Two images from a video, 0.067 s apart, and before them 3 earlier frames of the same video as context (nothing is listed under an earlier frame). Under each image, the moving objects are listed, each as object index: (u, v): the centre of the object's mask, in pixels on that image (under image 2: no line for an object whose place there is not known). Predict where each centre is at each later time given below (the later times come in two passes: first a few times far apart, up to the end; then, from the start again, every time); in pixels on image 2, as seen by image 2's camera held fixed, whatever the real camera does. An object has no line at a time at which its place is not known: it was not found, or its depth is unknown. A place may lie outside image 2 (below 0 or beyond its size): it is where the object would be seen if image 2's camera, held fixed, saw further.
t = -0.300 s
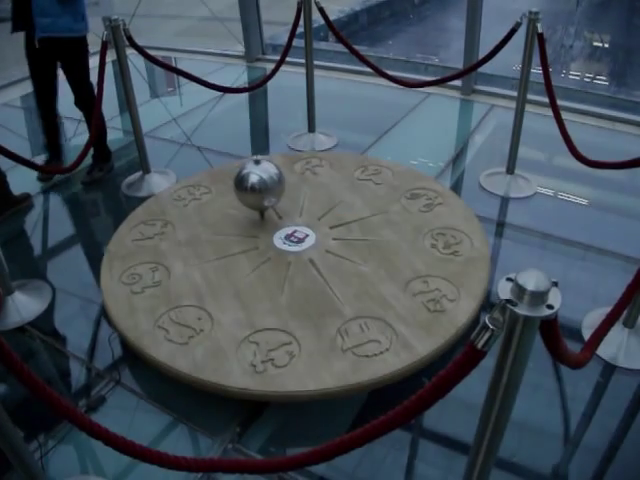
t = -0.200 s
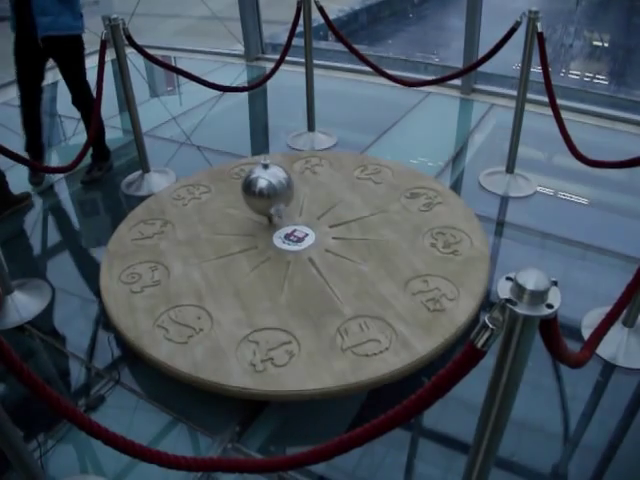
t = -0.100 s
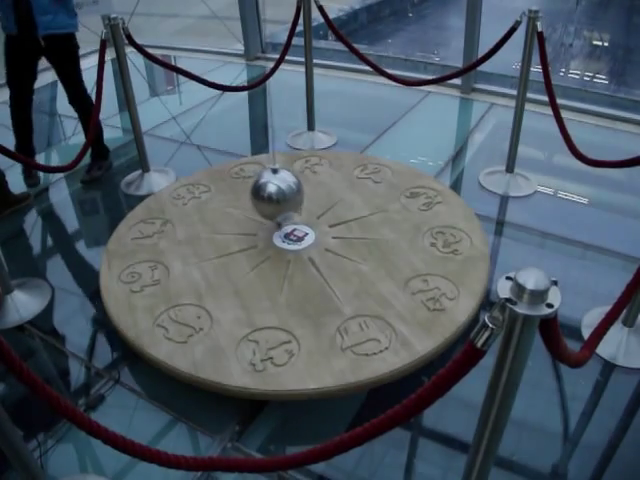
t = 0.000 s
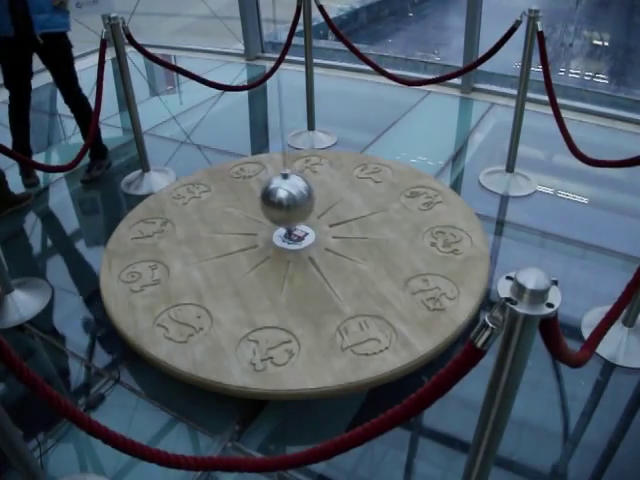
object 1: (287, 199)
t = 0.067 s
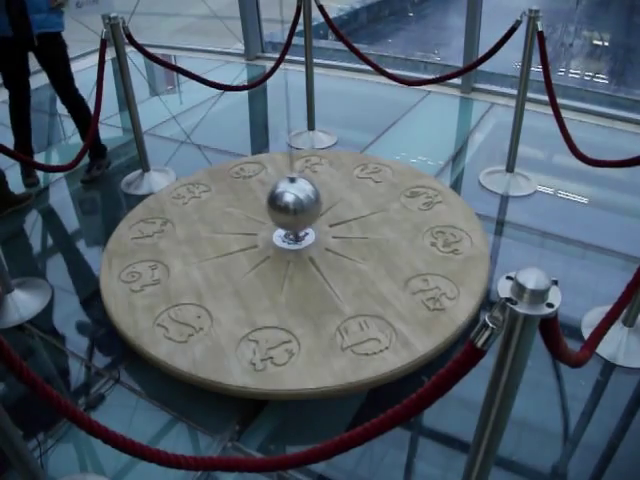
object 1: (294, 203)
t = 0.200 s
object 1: (308, 212)
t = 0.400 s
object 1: (330, 225)
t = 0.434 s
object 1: (334, 227)
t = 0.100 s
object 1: (297, 206)
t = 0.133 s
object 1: (301, 208)
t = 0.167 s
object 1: (304, 210)
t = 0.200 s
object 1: (308, 212)
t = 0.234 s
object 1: (312, 214)
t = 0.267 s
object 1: (315, 217)
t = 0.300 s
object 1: (319, 219)
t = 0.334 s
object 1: (323, 221)
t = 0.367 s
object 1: (326, 223)
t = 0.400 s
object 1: (330, 225)
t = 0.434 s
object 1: (334, 227)
